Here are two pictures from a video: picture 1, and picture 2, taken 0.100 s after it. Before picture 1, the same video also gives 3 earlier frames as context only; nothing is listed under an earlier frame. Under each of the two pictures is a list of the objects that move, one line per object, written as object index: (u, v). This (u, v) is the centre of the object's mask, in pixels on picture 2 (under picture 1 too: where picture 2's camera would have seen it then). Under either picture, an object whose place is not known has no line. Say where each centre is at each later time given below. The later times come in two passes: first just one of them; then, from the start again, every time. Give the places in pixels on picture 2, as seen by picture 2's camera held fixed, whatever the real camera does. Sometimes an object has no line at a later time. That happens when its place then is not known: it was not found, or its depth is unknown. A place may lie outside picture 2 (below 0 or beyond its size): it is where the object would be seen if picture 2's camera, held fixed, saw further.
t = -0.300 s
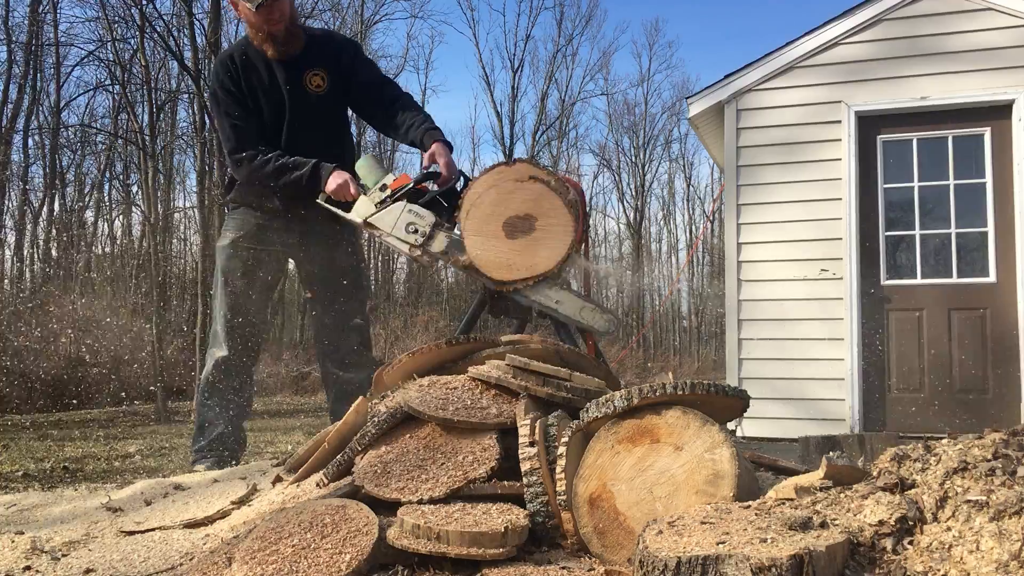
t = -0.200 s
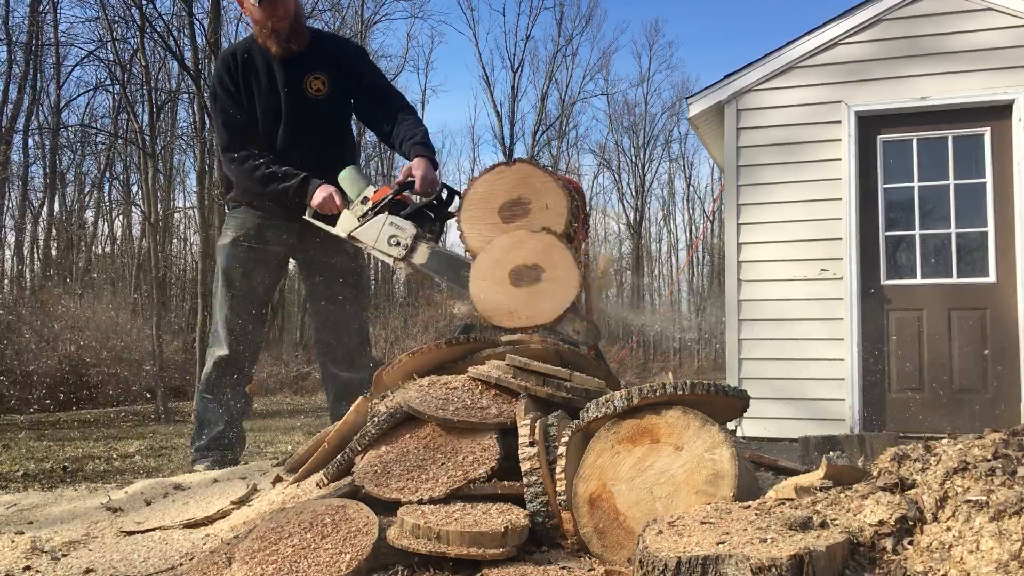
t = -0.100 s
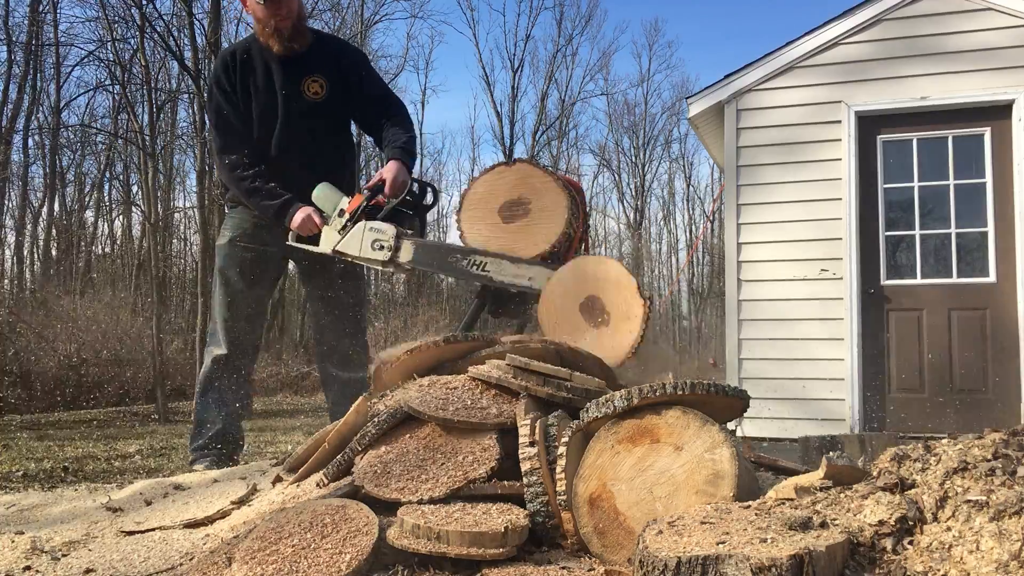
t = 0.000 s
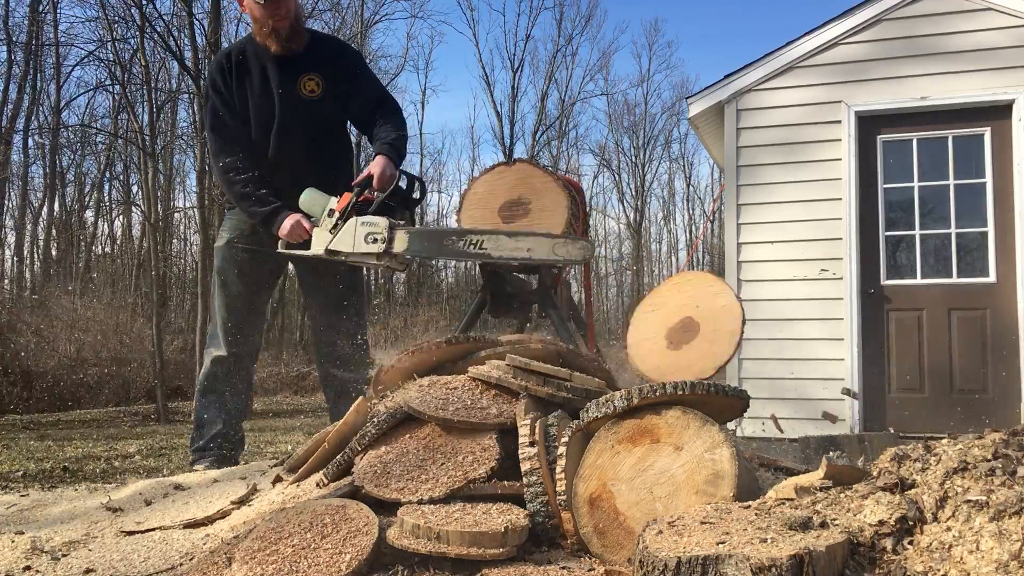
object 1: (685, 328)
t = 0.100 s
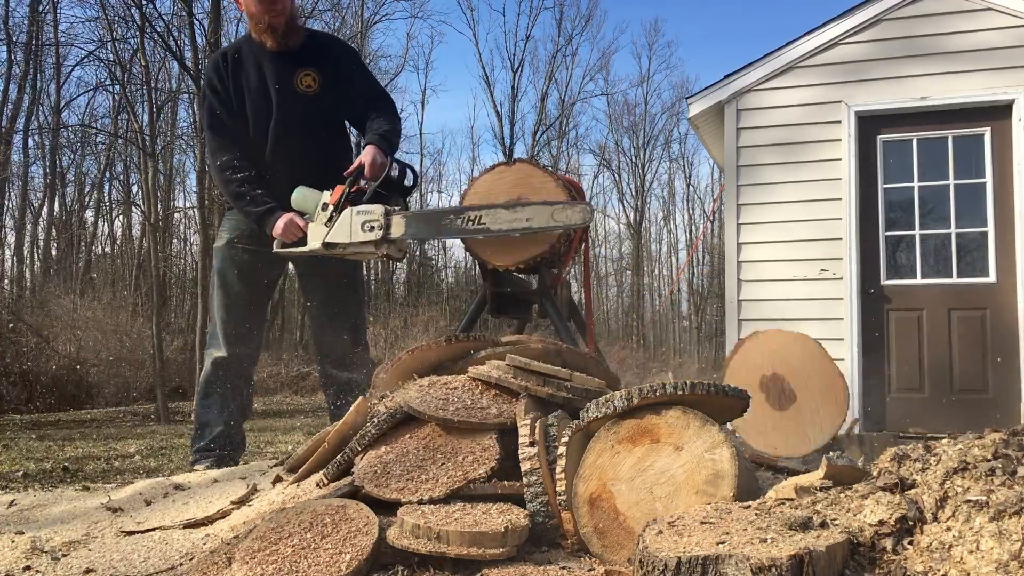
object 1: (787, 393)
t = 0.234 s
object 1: (920, 412)
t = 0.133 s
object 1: (817, 409)
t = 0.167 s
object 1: (854, 414)
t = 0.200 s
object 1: (888, 413)
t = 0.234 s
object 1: (920, 412)
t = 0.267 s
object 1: (953, 410)
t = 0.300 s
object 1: (981, 411)
